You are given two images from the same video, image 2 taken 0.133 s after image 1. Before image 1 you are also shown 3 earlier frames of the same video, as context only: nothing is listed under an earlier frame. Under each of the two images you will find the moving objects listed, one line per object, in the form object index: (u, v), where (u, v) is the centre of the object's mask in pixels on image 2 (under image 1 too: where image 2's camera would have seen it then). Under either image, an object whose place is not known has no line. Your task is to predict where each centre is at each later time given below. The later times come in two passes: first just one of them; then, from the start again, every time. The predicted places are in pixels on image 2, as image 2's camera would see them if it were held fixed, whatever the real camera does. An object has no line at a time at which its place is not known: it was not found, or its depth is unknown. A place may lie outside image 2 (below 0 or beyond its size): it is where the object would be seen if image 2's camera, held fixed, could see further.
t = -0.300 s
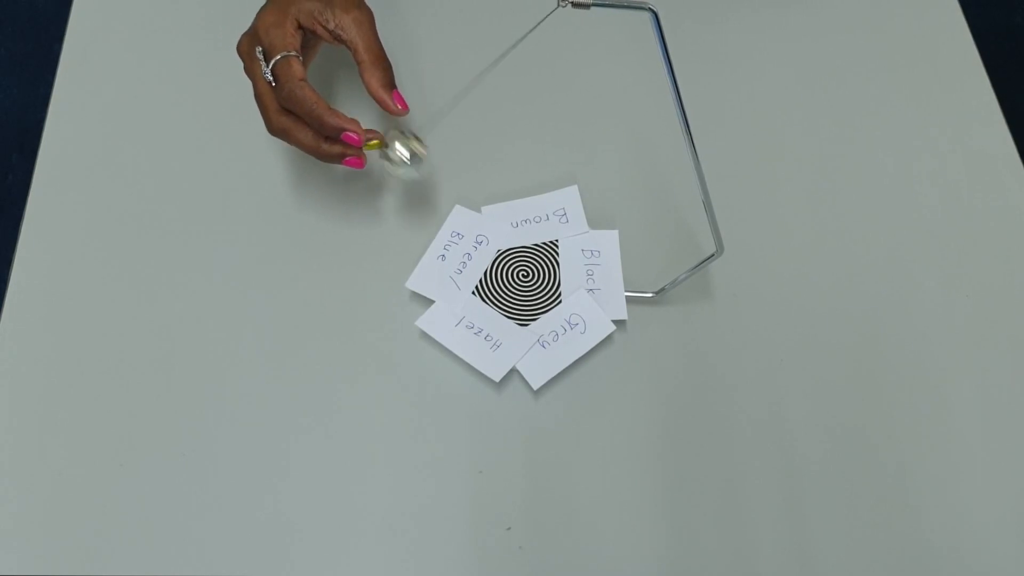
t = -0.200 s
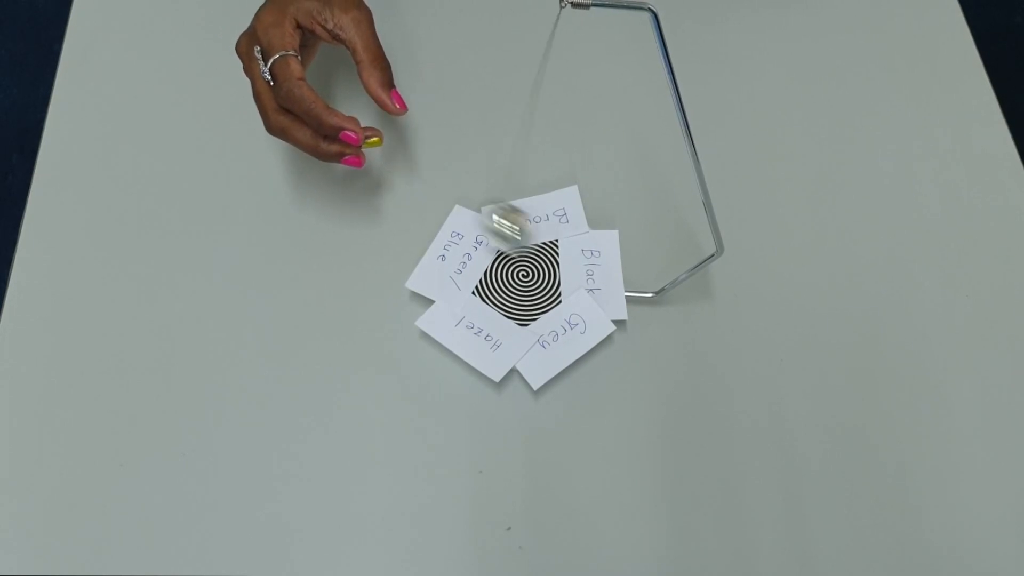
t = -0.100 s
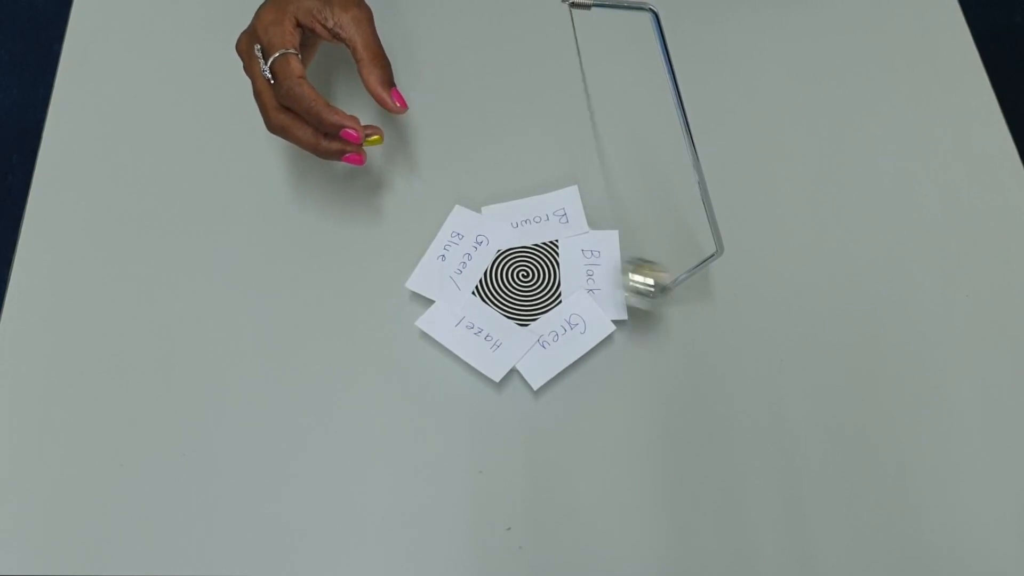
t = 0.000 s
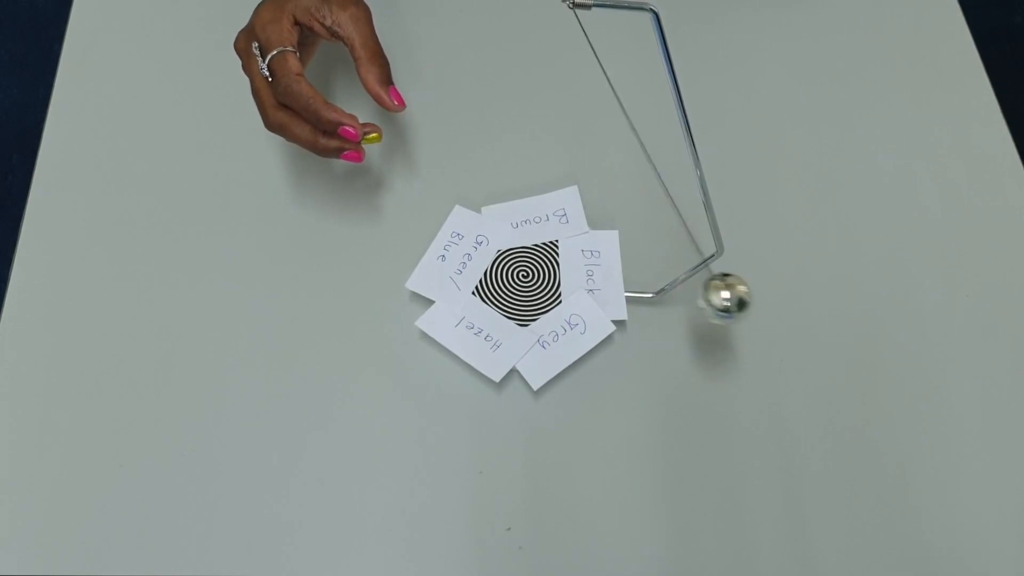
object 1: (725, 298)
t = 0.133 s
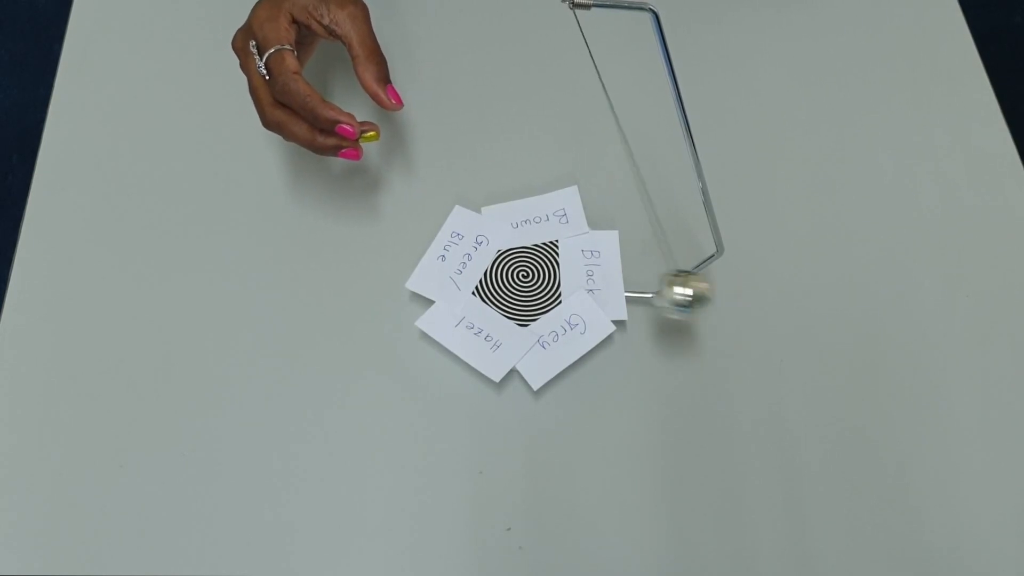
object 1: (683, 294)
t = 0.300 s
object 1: (484, 215)
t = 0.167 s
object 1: (649, 287)
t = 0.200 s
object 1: (609, 276)
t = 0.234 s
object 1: (565, 260)
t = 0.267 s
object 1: (524, 240)
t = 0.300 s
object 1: (484, 215)
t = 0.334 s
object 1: (447, 190)
